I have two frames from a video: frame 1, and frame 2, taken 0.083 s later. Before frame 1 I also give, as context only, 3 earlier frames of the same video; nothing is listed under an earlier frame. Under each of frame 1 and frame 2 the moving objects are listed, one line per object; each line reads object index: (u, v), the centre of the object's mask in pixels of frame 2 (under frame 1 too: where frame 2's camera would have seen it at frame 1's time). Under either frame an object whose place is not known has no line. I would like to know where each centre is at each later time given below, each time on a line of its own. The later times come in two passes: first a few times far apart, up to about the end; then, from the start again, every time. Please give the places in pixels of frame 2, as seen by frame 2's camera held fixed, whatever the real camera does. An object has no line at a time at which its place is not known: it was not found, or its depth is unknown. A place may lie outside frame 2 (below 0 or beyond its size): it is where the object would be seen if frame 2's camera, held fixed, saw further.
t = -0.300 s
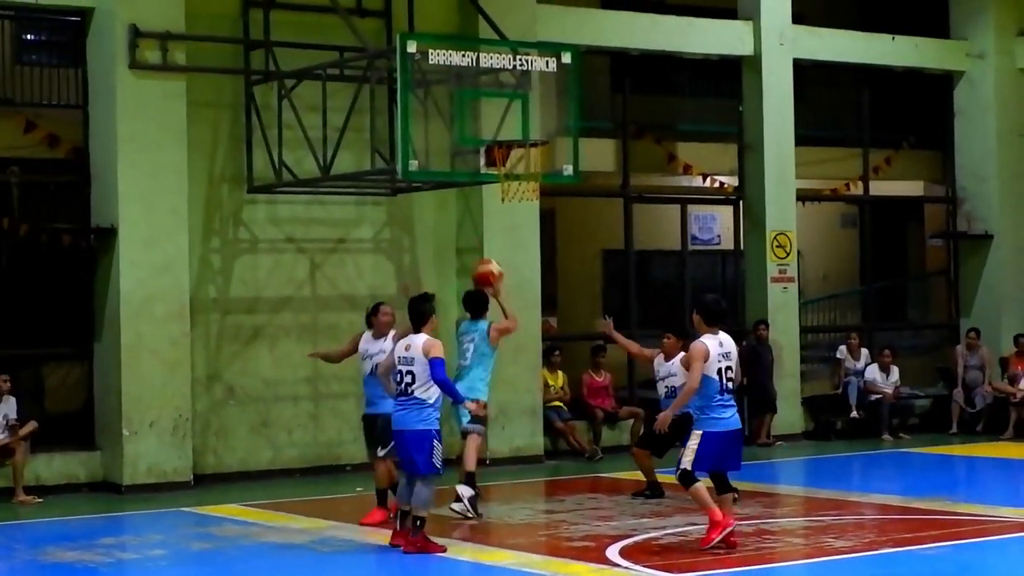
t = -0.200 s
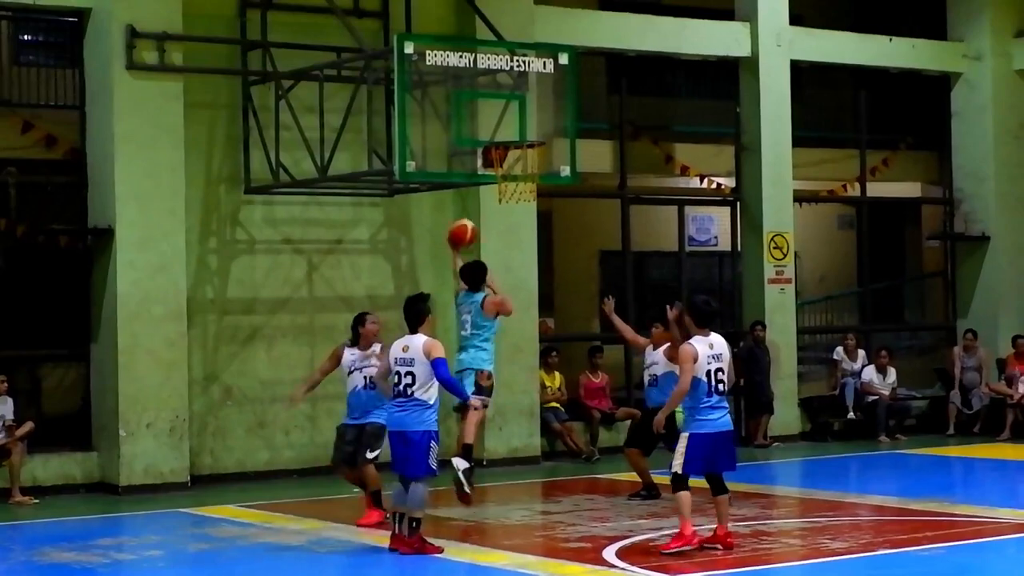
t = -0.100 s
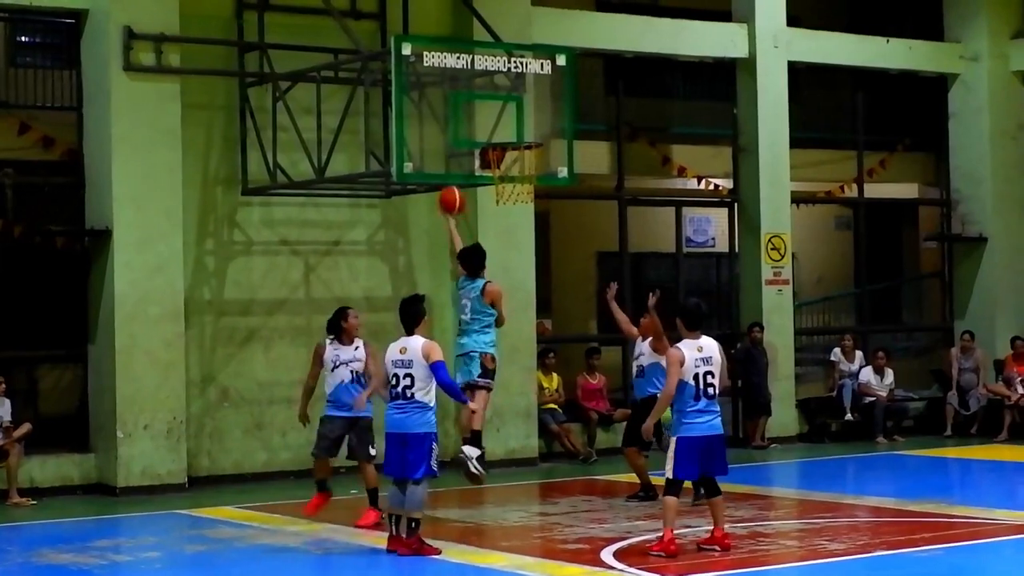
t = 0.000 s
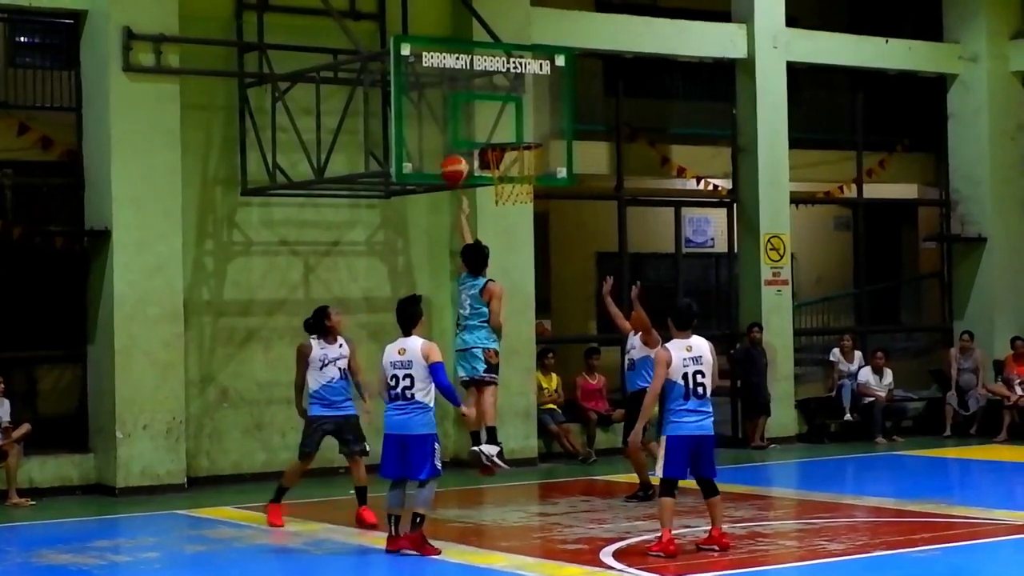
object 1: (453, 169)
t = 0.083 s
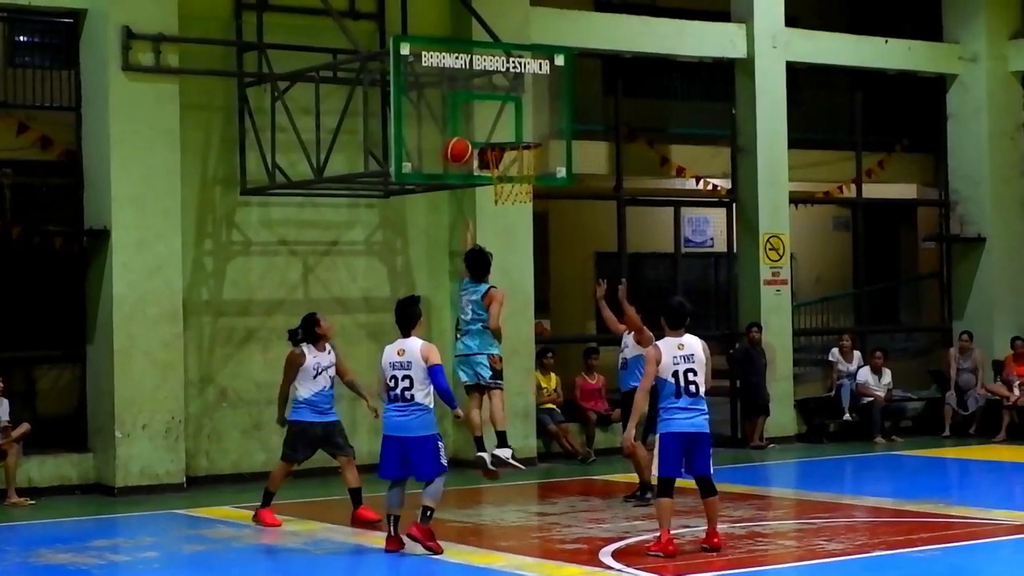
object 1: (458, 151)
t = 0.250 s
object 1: (466, 141)
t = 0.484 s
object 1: (464, 143)
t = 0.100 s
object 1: (459, 149)
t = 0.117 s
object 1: (459, 146)
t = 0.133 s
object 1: (460, 145)
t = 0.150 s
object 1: (461, 143)
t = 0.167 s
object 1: (461, 142)
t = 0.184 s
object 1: (462, 142)
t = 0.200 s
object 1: (463, 142)
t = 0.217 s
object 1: (463, 142)
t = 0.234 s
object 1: (465, 141)
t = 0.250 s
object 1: (466, 141)
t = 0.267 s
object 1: (467, 141)
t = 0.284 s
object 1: (468, 141)
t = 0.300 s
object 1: (470, 141)
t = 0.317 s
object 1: (471, 140)
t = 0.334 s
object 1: (472, 140)
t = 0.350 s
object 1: (472, 139)
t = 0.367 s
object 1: (470, 138)
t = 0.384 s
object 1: (469, 139)
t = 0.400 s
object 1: (467, 139)
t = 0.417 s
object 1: (466, 139)
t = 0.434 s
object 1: (466, 140)
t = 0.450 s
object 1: (465, 141)
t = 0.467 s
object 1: (465, 142)
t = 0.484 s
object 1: (464, 143)
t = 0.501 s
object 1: (464, 144)
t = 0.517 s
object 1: (464, 147)
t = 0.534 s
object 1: (464, 149)
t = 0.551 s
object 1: (464, 152)
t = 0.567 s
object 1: (464, 155)
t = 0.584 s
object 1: (464, 158)
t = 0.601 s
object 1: (463, 161)
